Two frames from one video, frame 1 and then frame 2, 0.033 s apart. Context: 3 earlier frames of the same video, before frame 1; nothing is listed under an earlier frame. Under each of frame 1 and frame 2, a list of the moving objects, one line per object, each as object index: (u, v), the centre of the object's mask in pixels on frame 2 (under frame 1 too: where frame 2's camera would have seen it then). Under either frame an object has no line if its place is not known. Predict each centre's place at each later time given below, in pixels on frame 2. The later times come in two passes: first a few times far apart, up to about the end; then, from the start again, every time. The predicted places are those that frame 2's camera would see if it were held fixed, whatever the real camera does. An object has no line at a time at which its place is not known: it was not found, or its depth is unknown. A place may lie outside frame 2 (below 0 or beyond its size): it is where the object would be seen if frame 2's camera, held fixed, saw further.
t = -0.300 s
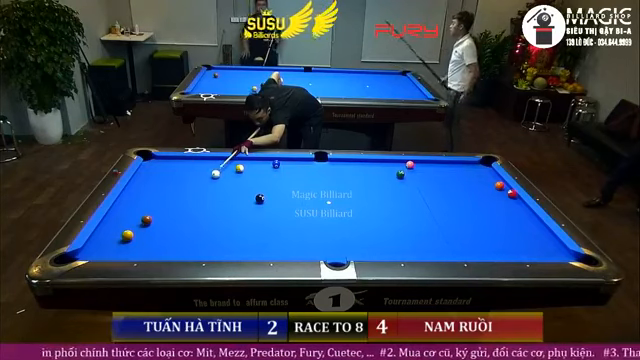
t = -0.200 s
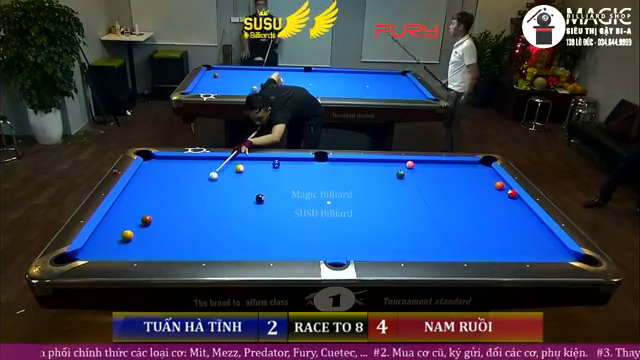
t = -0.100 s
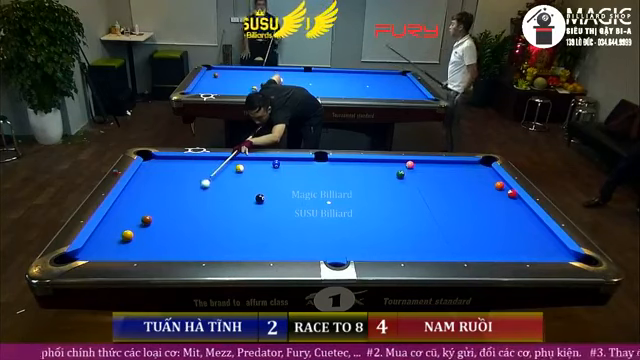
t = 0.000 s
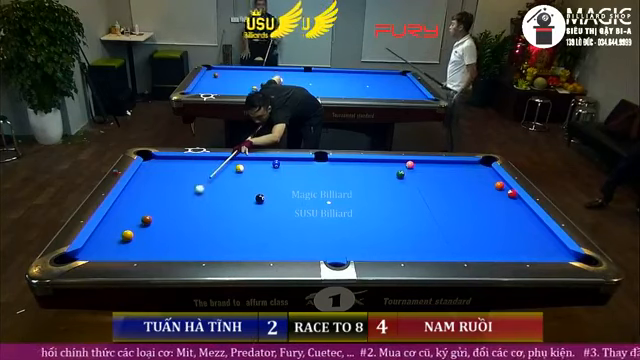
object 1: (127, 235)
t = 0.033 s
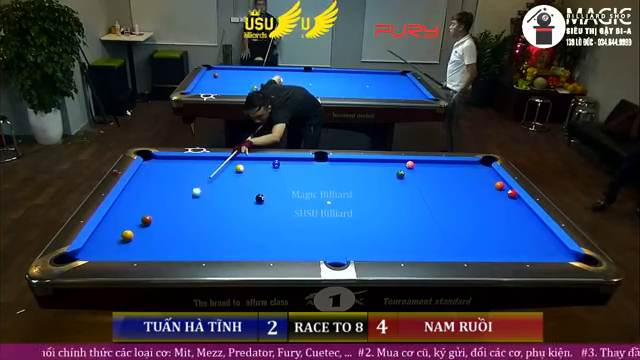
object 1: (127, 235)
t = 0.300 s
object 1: (127, 235)
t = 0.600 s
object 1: (127, 235)
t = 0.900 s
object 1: (126, 235)
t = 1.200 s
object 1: (121, 229)
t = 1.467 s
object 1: (116, 223)
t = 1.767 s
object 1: (111, 218)
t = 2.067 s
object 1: (112, 213)
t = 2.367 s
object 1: (117, 210)
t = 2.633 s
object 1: (122, 208)
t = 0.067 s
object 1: (127, 235)
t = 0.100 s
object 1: (127, 235)
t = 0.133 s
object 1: (127, 235)
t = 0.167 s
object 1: (127, 235)
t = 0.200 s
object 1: (127, 235)
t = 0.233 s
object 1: (127, 235)
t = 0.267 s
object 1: (127, 235)
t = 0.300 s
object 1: (127, 235)
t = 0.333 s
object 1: (127, 235)
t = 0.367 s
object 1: (127, 235)
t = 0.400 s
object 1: (127, 235)
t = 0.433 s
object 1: (127, 235)
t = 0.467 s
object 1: (127, 235)
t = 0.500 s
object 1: (127, 235)
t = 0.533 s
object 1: (127, 235)
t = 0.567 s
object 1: (127, 235)
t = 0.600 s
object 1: (127, 235)
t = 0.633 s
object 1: (127, 235)
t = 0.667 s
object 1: (127, 235)
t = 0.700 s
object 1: (127, 235)
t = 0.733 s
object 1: (127, 235)
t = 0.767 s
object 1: (127, 235)
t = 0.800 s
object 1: (127, 235)
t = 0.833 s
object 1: (127, 235)
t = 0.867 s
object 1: (127, 235)
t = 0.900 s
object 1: (126, 235)
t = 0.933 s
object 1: (126, 234)
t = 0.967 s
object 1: (126, 234)
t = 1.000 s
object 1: (126, 233)
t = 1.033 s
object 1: (125, 233)
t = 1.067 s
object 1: (124, 231)
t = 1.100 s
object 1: (123, 230)
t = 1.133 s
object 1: (122, 230)
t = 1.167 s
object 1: (122, 230)
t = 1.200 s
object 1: (121, 229)
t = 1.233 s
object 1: (121, 228)
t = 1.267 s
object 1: (120, 227)
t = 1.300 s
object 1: (120, 227)
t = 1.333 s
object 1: (119, 225)
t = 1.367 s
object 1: (119, 225)
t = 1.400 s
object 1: (118, 225)
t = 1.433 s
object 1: (117, 223)
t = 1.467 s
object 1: (116, 223)
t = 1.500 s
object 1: (116, 222)
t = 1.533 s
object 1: (115, 221)
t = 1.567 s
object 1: (115, 221)
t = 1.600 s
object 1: (114, 220)
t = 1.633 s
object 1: (113, 220)
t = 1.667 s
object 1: (113, 219)
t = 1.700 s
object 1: (112, 218)
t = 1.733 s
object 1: (112, 218)
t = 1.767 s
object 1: (111, 218)
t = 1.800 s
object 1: (111, 217)
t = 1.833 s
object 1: (110, 216)
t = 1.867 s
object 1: (109, 215)
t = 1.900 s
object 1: (109, 215)
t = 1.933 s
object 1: (110, 214)
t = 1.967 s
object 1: (110, 214)
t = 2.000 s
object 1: (111, 214)
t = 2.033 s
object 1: (111, 213)
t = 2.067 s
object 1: (112, 213)
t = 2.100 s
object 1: (113, 212)
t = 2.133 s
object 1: (114, 212)
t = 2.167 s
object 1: (114, 212)
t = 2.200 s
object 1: (115, 212)
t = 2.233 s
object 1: (115, 211)
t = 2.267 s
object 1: (116, 211)
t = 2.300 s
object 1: (117, 210)
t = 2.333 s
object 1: (117, 210)
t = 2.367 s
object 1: (117, 210)
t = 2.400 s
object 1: (118, 210)
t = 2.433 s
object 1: (119, 209)
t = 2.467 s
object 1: (120, 209)
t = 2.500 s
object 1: (120, 209)
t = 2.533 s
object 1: (121, 208)
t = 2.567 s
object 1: (121, 208)
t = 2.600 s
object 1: (121, 208)
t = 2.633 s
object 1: (122, 208)
